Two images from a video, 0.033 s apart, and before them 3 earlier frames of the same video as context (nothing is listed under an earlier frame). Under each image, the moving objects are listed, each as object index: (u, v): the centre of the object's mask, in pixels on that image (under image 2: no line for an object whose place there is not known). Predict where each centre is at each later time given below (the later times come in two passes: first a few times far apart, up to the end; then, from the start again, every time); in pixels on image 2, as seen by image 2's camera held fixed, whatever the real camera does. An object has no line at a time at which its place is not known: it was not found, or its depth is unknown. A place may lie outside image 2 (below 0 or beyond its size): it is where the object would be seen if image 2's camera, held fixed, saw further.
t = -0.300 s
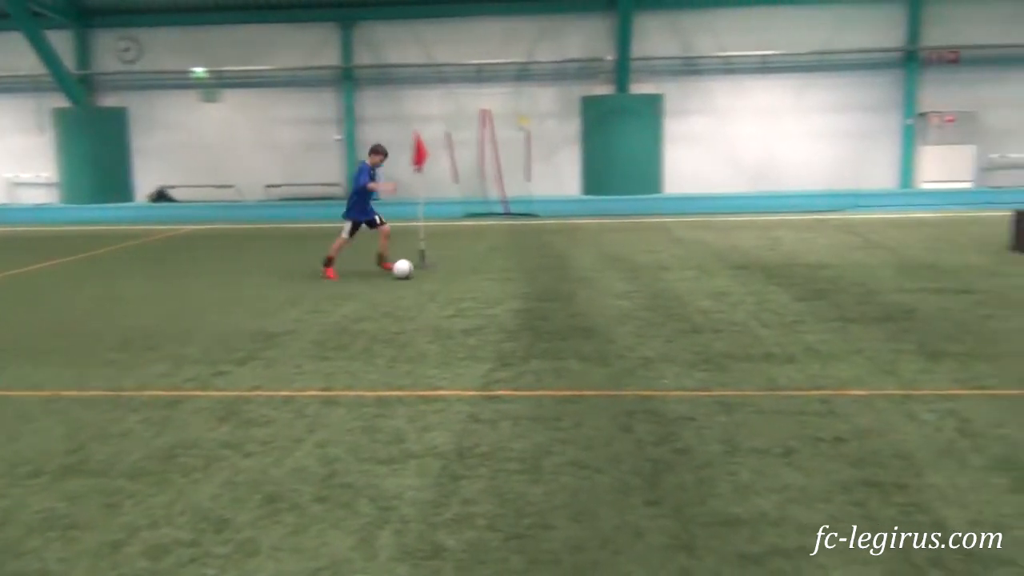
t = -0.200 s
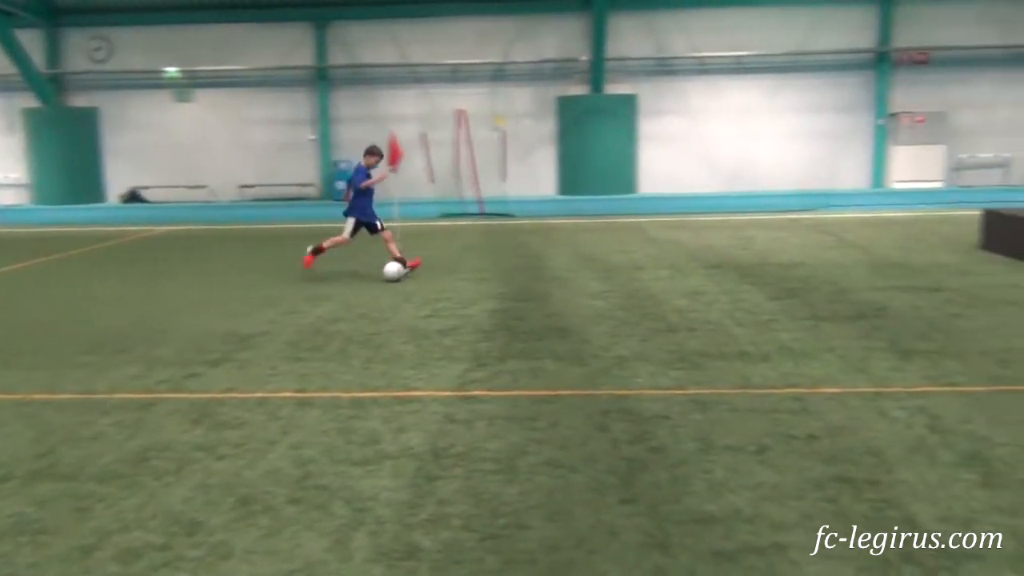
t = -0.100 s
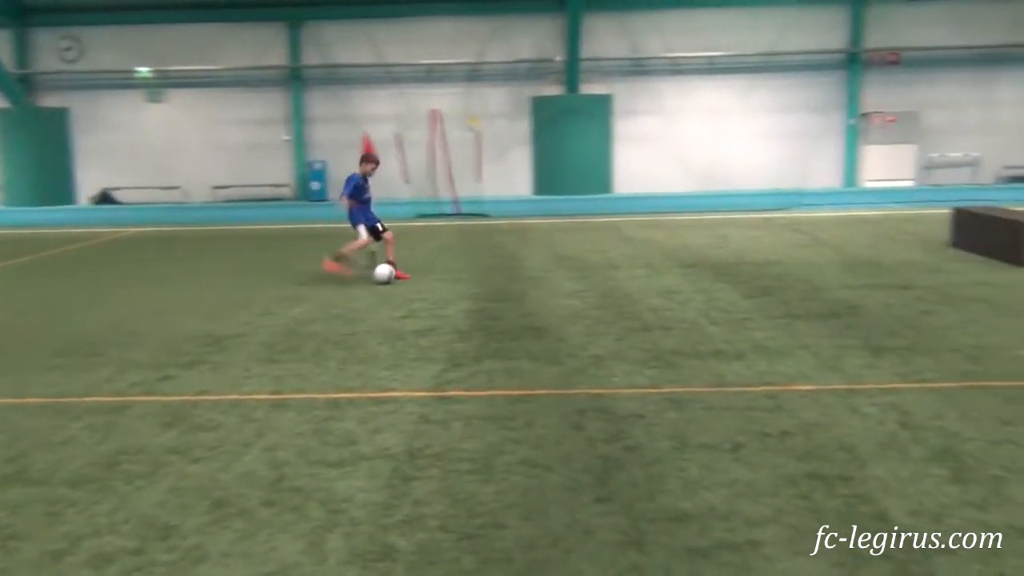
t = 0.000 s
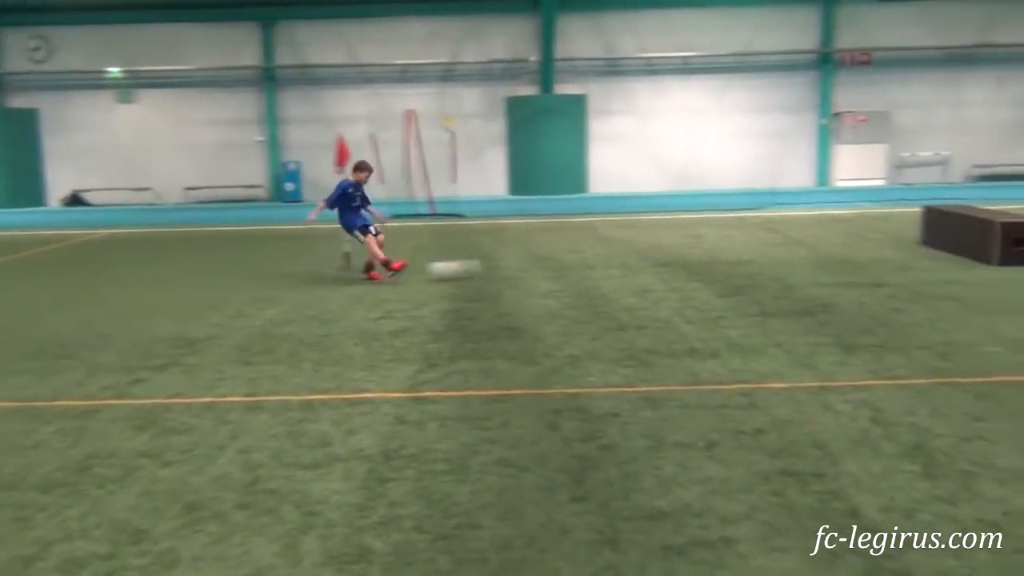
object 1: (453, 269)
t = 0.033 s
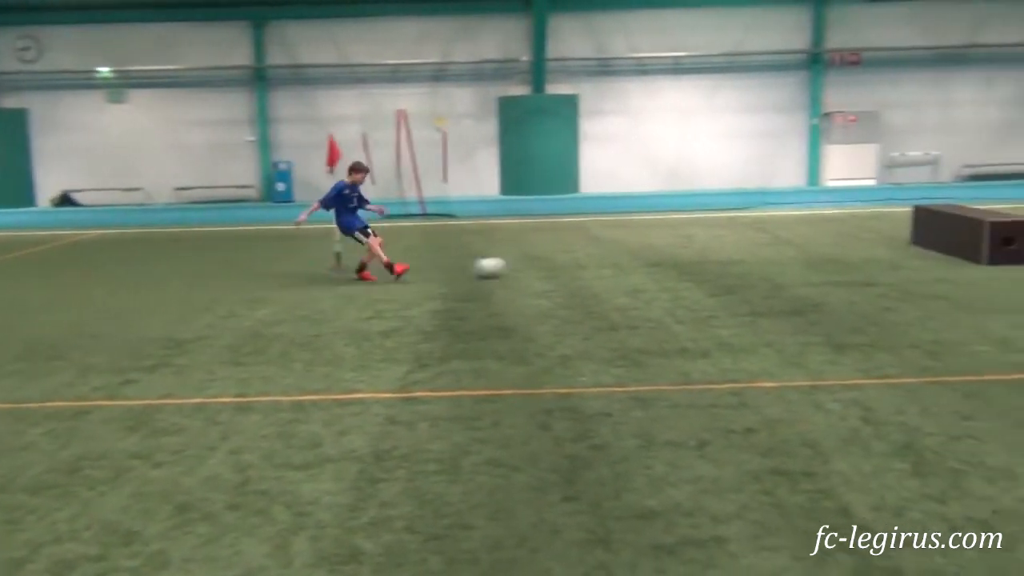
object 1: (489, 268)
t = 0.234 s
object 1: (724, 254)
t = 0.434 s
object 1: (901, 241)
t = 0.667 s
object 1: (787, 213)
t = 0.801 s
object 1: (710, 216)
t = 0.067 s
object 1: (529, 264)
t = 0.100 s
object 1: (574, 262)
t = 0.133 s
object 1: (614, 260)
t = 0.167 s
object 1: (652, 256)
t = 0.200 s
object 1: (687, 256)
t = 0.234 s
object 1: (724, 254)
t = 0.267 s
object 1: (757, 249)
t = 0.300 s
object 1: (787, 248)
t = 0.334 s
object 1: (818, 247)
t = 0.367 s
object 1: (850, 246)
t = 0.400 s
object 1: (875, 244)
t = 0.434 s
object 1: (901, 241)
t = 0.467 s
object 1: (918, 236)
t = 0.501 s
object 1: (901, 230)
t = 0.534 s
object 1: (880, 226)
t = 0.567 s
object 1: (859, 221)
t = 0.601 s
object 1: (837, 218)
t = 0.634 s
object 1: (812, 216)
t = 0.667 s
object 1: (787, 213)
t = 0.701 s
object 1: (770, 212)
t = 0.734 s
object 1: (749, 213)
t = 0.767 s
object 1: (725, 214)
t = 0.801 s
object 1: (710, 216)
